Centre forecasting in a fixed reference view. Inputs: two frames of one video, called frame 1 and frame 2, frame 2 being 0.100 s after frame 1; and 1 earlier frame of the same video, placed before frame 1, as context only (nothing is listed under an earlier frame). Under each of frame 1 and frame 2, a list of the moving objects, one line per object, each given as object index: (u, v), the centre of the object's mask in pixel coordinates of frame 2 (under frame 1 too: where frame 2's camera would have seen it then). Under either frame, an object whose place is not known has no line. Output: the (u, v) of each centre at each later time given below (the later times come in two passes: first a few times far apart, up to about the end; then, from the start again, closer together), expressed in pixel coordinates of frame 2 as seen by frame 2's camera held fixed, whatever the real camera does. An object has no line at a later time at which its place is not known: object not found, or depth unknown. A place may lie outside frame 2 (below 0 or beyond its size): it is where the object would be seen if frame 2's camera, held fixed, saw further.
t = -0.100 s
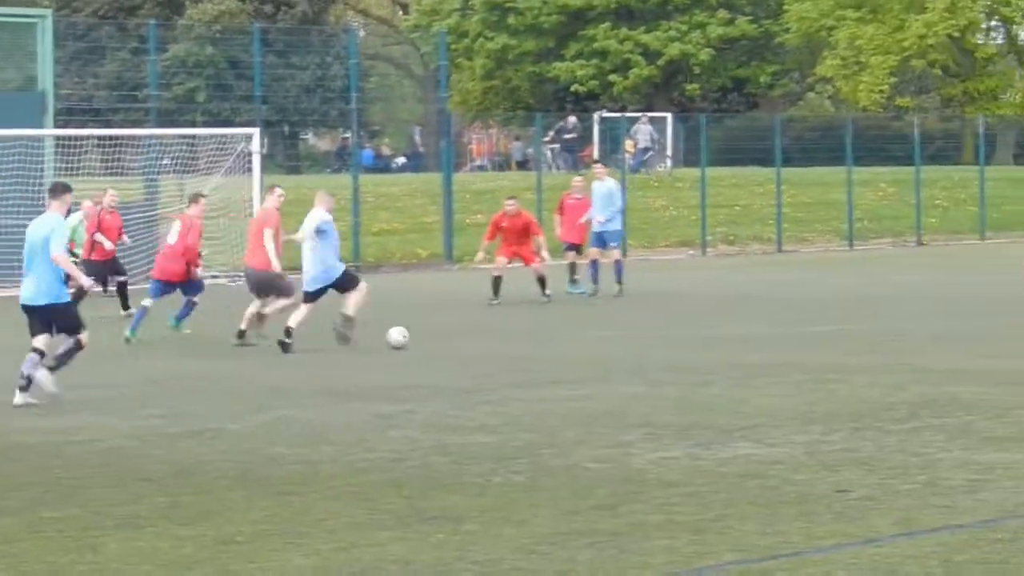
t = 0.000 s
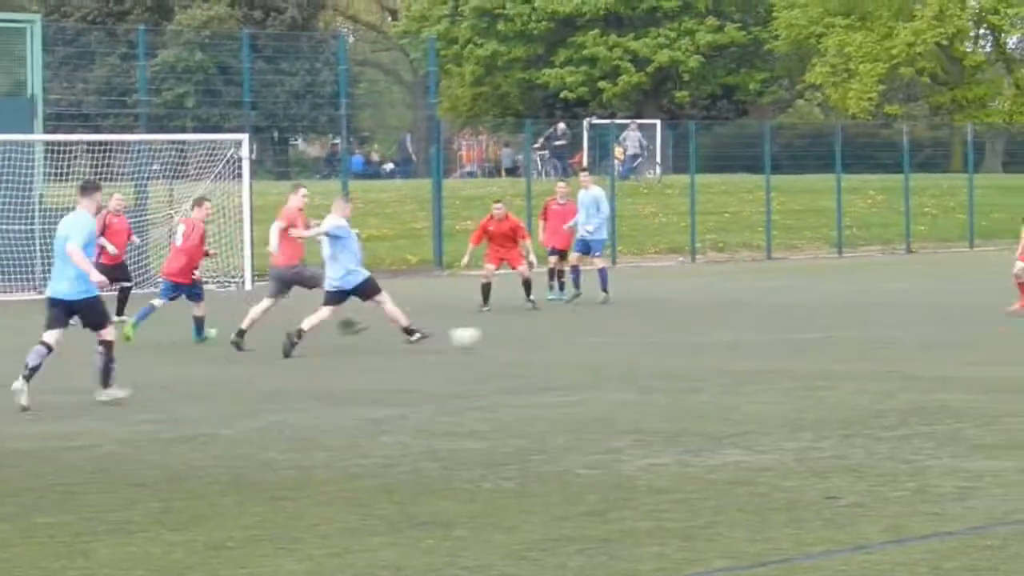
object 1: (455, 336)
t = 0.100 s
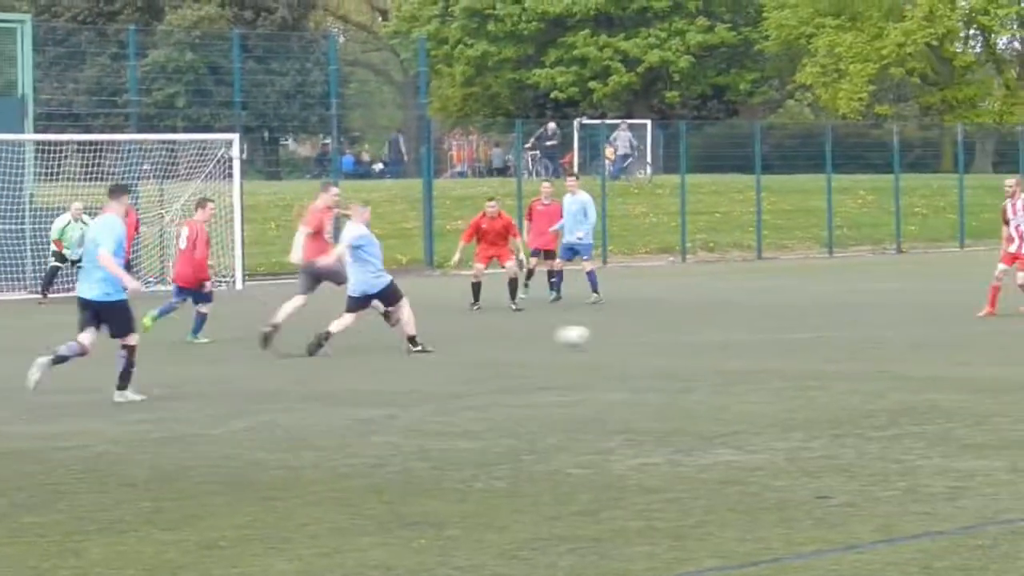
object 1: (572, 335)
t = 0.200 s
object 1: (679, 334)
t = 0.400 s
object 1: (872, 332)
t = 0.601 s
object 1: (1031, 327)
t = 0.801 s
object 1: (1166, 327)
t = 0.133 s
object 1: (609, 337)
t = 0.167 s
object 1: (646, 335)
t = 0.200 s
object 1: (679, 334)
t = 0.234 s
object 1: (713, 332)
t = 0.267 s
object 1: (749, 332)
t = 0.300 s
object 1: (781, 334)
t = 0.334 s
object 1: (812, 333)
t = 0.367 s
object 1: (843, 332)
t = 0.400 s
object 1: (872, 332)
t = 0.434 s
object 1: (902, 333)
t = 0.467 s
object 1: (928, 330)
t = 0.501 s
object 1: (954, 329)
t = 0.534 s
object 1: (983, 330)
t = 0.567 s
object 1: (1008, 330)
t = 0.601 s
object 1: (1031, 327)
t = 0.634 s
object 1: (1054, 325)
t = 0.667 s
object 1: (1077, 325)
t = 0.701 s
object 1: (1100, 327)
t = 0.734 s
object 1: (1125, 329)
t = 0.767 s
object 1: (1147, 329)
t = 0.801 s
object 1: (1166, 327)
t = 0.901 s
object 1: (1228, 326)
